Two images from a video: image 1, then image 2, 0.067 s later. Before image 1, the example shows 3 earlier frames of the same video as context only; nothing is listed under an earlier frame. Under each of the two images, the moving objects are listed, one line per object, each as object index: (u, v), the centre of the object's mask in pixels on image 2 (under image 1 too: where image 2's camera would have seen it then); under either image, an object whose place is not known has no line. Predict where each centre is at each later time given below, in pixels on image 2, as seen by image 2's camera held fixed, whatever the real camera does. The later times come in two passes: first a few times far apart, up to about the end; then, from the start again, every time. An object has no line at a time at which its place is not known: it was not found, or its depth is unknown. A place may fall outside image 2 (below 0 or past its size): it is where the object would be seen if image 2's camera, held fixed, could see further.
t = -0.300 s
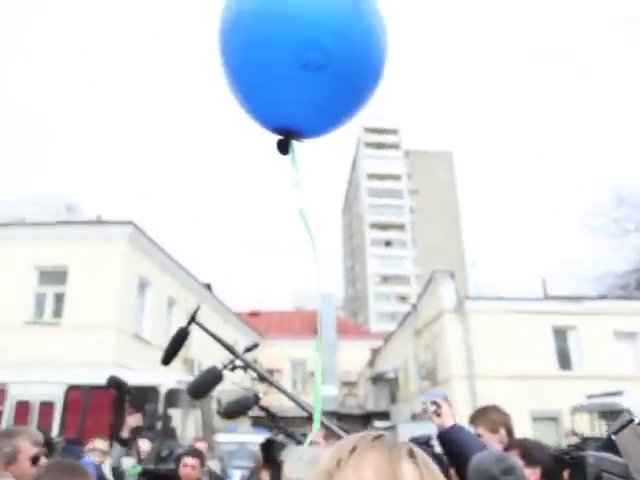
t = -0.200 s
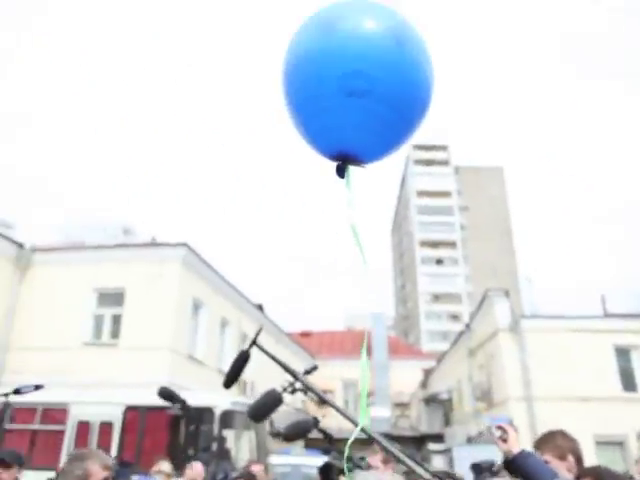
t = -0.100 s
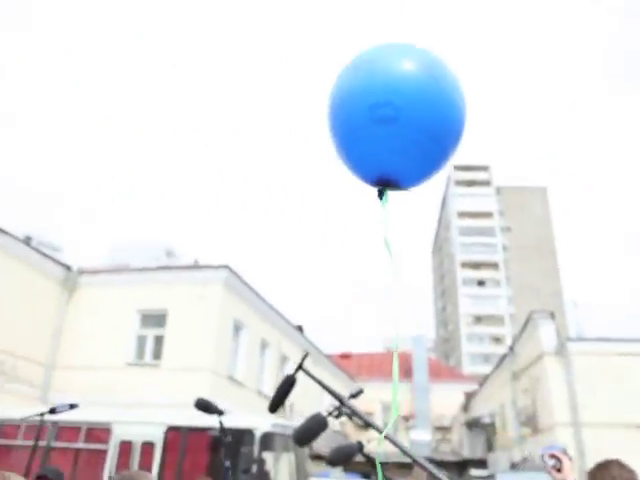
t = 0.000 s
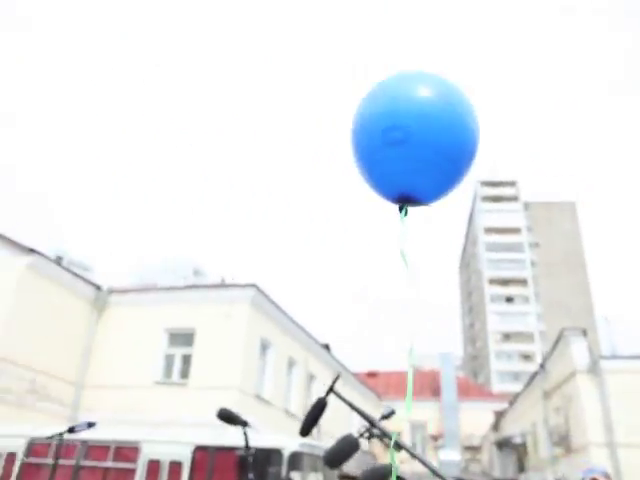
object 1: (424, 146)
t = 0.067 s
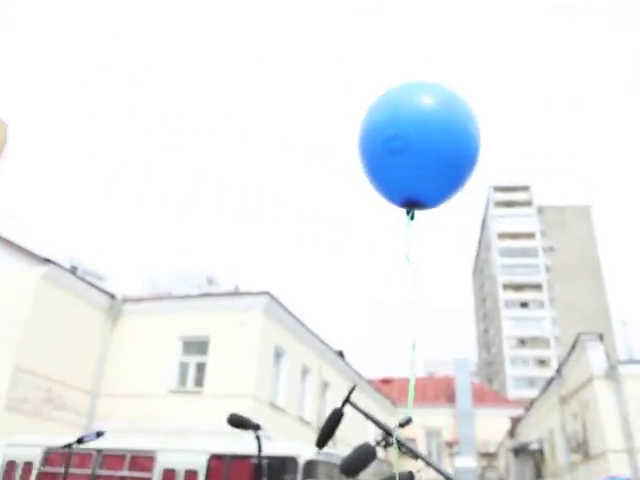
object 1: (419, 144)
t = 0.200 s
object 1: (401, 146)
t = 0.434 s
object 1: (361, 135)
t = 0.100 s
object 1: (418, 143)
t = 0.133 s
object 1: (413, 143)
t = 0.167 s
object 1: (407, 146)
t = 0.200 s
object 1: (401, 146)
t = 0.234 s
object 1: (397, 144)
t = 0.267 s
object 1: (390, 140)
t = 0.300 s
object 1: (381, 141)
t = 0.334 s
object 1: (376, 142)
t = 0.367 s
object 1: (372, 140)
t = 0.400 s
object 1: (367, 138)
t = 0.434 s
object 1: (361, 135)
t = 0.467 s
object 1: (358, 139)
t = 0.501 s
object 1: (358, 134)
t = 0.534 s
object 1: (359, 131)
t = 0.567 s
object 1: (355, 130)
